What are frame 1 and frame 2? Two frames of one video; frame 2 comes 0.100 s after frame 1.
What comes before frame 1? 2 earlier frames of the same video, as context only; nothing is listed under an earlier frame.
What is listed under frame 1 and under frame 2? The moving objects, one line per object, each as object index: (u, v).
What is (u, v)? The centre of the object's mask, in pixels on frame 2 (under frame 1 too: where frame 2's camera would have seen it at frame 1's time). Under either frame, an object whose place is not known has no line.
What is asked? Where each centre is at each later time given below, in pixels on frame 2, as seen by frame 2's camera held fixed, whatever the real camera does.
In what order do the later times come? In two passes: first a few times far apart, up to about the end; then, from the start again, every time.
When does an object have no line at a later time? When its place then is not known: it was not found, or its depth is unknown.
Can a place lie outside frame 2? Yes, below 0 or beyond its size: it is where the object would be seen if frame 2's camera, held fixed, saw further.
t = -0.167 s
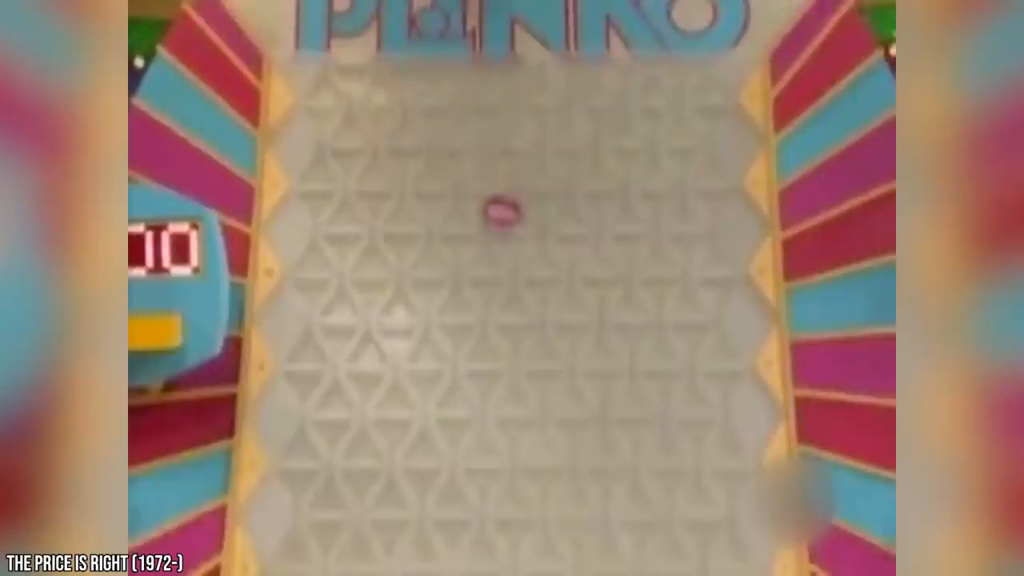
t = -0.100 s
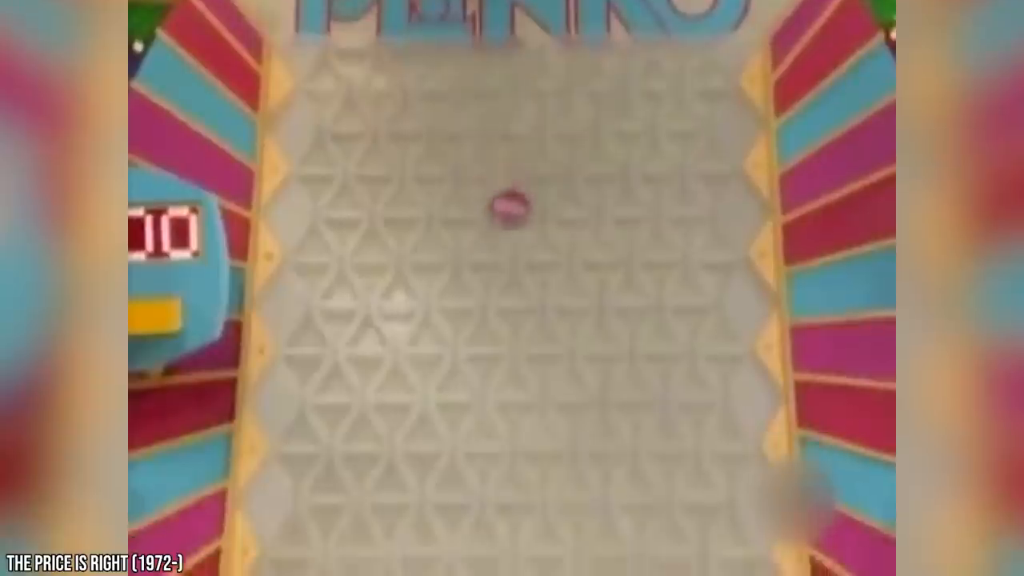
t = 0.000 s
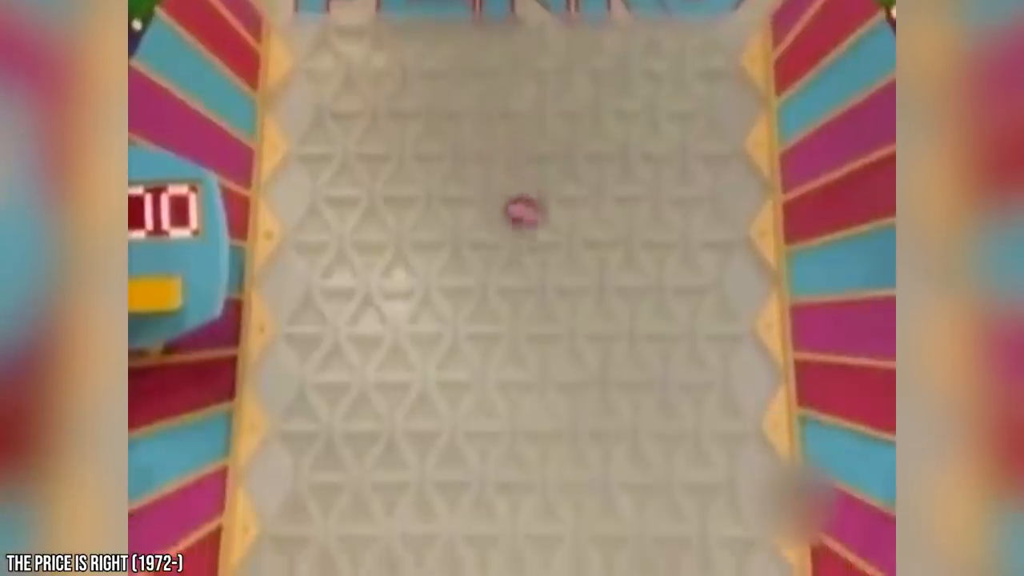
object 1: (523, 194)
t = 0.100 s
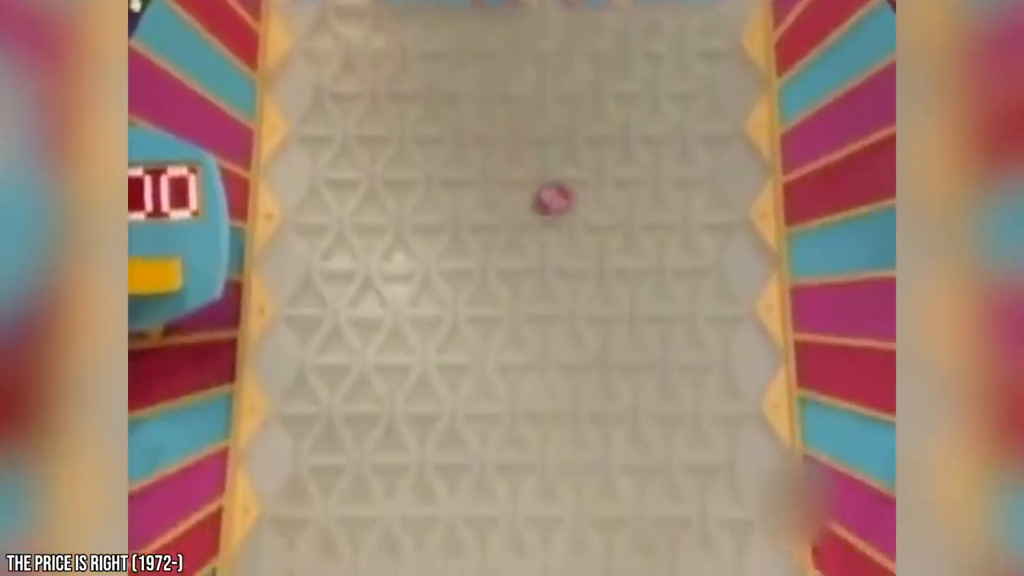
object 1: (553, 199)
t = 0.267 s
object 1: (569, 195)
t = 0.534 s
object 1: (608, 230)
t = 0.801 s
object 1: (654, 237)
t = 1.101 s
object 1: (685, 264)
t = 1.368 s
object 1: (674, 333)
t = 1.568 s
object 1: (757, 463)
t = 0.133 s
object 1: (560, 199)
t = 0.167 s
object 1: (564, 195)
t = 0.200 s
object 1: (565, 194)
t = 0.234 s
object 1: (567, 194)
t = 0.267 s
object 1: (569, 195)
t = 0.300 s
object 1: (573, 198)
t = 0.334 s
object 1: (578, 198)
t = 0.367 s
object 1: (583, 197)
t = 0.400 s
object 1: (588, 197)
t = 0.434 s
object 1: (593, 200)
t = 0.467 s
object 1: (598, 210)
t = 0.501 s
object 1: (603, 218)
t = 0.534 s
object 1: (608, 230)
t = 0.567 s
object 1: (611, 240)
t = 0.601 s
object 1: (623, 248)
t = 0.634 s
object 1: (638, 249)
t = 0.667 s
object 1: (645, 245)
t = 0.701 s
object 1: (646, 237)
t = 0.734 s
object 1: (647, 234)
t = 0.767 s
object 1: (649, 235)
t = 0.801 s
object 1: (654, 237)
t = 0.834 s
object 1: (659, 241)
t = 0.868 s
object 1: (664, 243)
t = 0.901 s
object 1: (671, 240)
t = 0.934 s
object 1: (675, 241)
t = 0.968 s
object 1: (682, 244)
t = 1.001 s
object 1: (690, 251)
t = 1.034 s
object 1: (692, 258)
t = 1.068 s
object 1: (687, 260)
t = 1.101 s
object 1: (685, 264)
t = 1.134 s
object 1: (691, 267)
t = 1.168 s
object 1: (689, 272)
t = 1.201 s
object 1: (682, 282)
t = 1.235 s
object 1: (674, 290)
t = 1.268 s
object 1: (666, 302)
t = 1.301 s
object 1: (656, 313)
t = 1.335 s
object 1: (662, 322)
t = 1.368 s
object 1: (674, 333)
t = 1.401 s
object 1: (686, 350)
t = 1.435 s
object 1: (697, 367)
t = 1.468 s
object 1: (711, 387)
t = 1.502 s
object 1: (726, 411)
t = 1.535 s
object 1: (738, 436)
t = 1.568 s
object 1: (757, 463)
